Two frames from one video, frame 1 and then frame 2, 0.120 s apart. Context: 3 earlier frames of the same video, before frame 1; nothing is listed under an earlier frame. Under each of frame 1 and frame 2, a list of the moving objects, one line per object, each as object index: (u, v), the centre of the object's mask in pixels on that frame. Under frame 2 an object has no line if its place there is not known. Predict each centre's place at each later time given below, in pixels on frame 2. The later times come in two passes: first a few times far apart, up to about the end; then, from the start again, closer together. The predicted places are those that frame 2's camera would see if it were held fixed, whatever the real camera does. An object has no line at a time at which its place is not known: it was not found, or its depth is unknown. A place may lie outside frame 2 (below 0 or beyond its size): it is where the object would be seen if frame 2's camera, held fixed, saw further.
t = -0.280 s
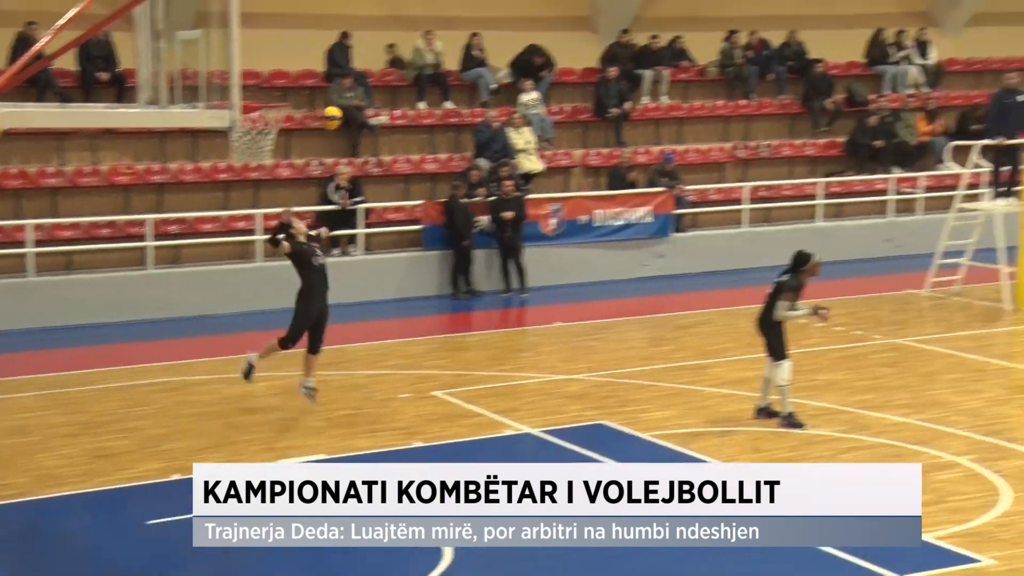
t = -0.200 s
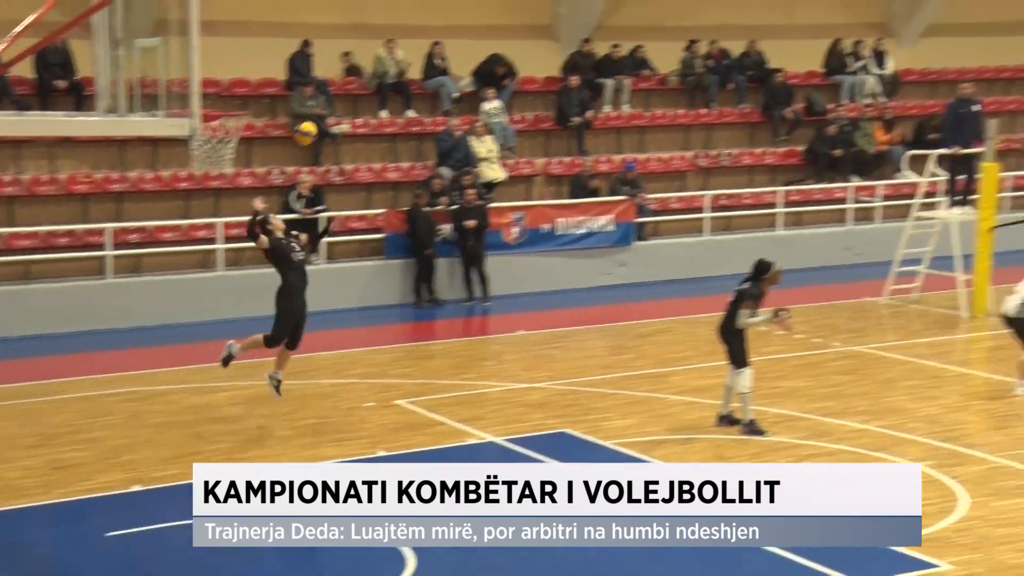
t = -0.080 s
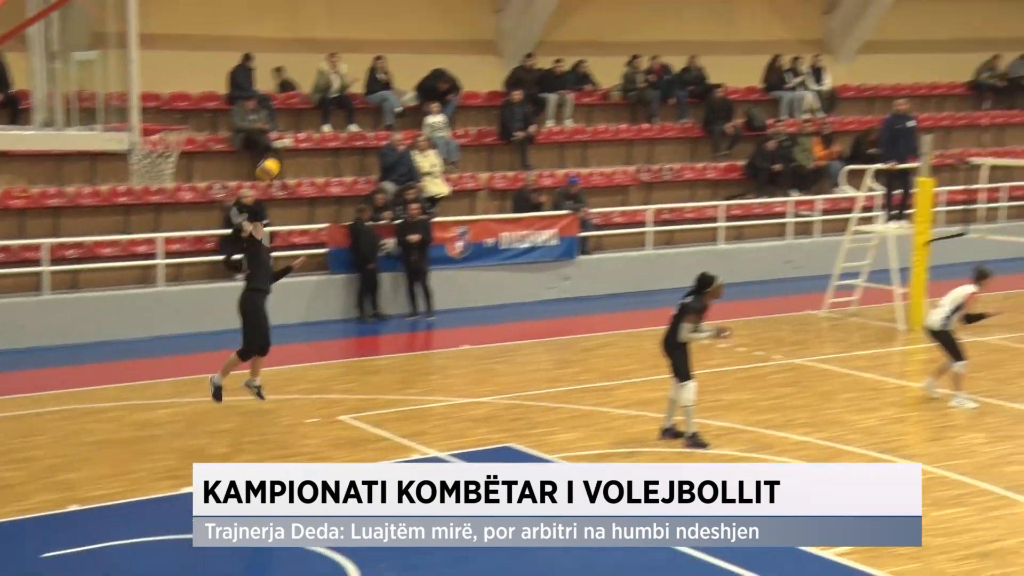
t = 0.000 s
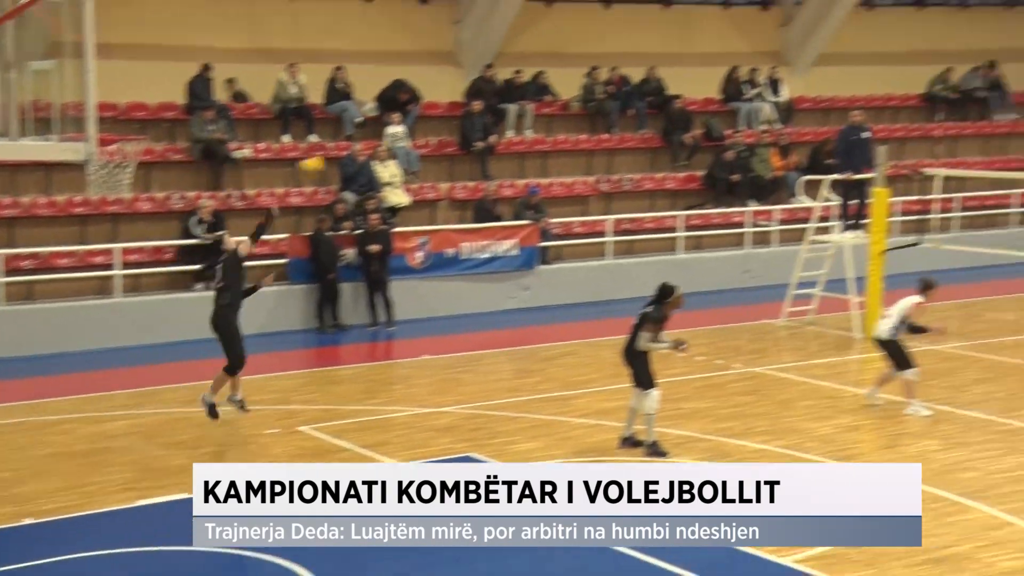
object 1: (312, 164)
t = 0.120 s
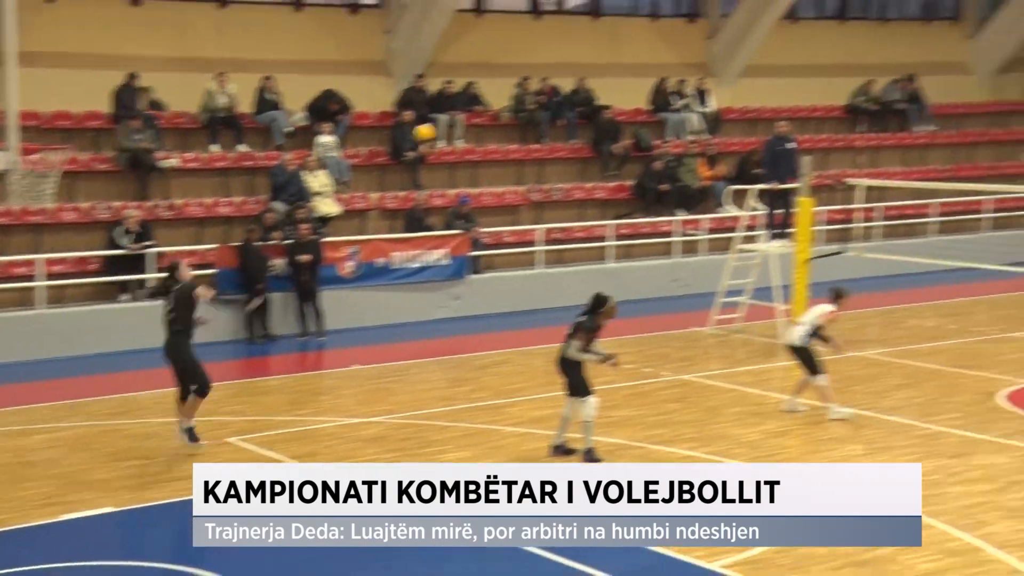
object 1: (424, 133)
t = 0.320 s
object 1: (703, 95)
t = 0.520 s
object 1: (945, 91)
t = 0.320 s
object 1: (703, 95)
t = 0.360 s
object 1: (754, 89)
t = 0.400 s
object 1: (803, 89)
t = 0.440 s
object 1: (853, 87)
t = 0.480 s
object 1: (899, 91)
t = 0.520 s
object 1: (945, 91)
